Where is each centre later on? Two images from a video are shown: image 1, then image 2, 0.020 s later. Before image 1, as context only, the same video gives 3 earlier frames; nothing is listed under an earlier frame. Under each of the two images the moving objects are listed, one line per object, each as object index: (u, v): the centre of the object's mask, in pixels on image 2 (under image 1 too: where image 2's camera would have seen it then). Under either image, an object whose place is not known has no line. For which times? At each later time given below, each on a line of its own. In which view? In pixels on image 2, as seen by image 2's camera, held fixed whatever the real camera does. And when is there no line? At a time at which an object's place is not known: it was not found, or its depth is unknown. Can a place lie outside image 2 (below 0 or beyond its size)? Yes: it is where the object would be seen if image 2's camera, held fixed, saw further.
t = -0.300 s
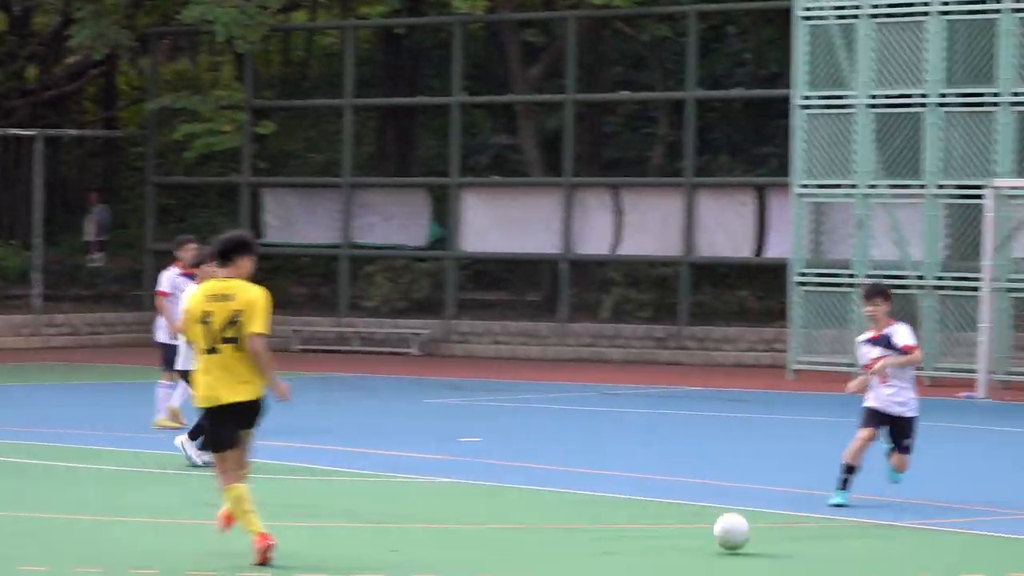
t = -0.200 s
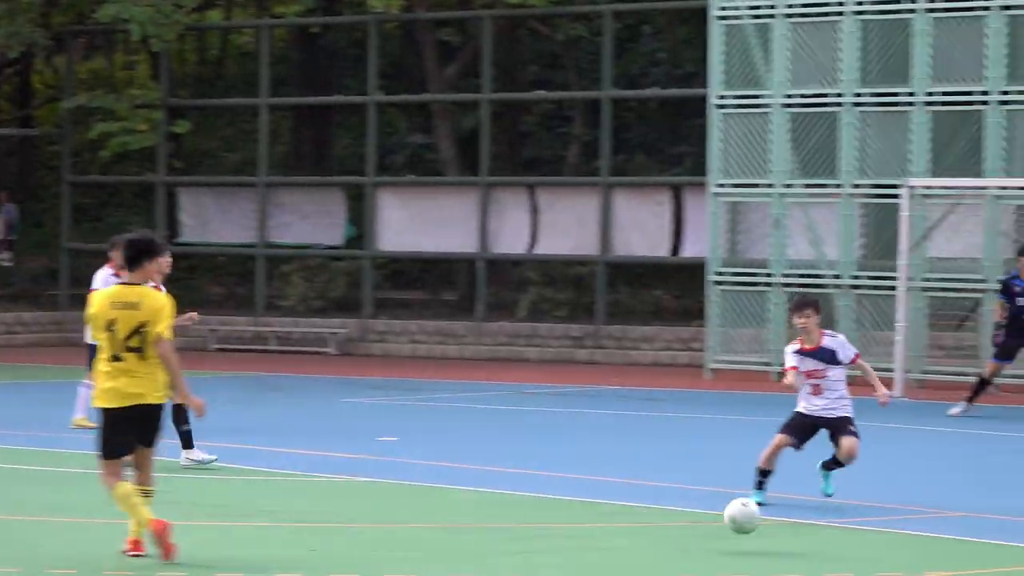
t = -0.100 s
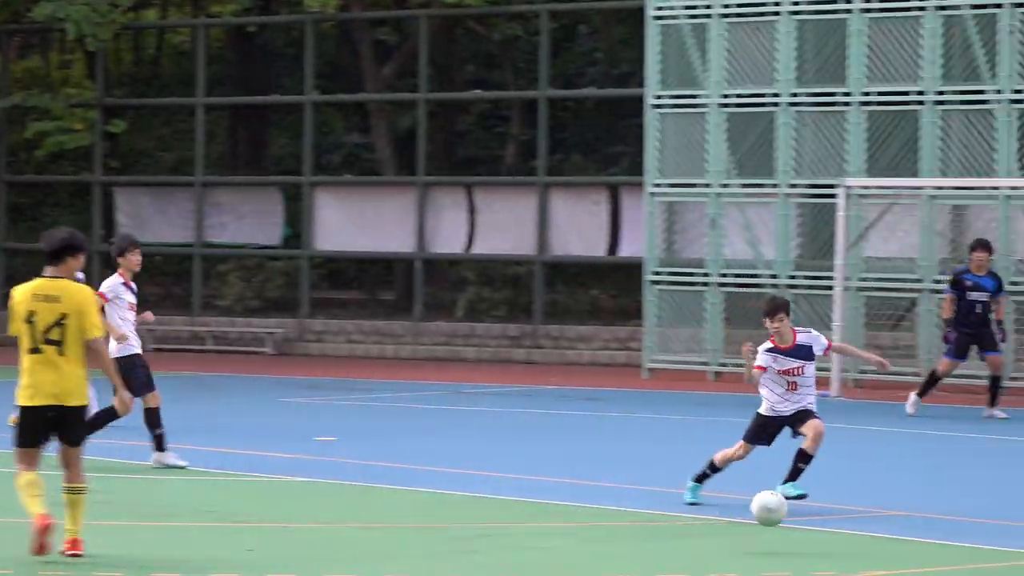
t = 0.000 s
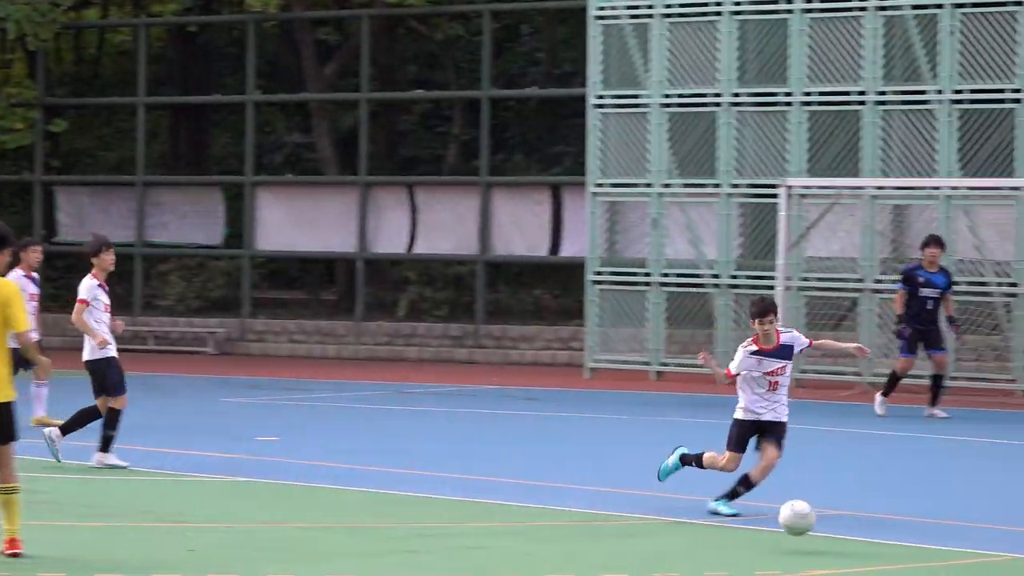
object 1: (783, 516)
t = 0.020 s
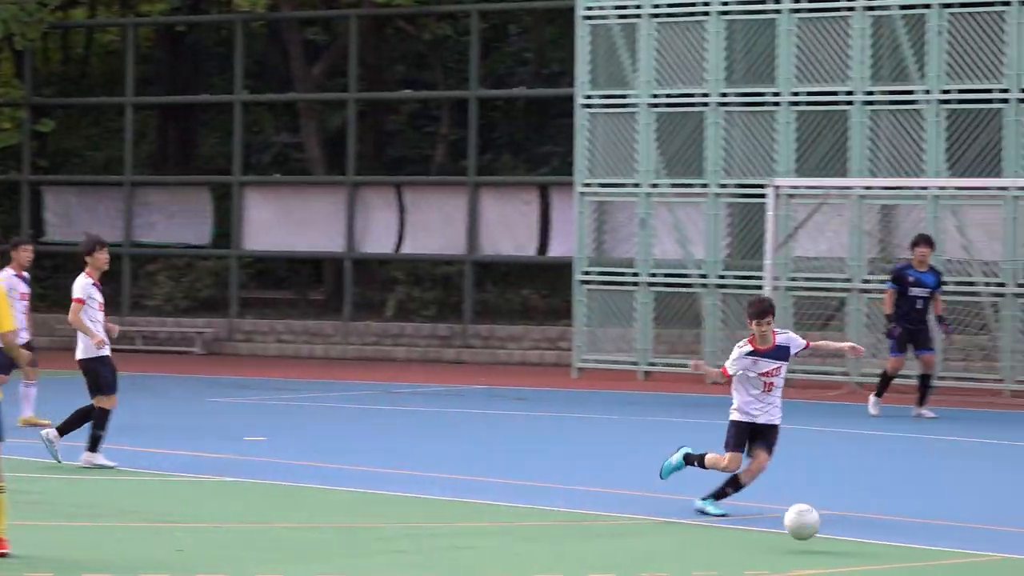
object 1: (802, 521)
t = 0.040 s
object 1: (820, 527)
